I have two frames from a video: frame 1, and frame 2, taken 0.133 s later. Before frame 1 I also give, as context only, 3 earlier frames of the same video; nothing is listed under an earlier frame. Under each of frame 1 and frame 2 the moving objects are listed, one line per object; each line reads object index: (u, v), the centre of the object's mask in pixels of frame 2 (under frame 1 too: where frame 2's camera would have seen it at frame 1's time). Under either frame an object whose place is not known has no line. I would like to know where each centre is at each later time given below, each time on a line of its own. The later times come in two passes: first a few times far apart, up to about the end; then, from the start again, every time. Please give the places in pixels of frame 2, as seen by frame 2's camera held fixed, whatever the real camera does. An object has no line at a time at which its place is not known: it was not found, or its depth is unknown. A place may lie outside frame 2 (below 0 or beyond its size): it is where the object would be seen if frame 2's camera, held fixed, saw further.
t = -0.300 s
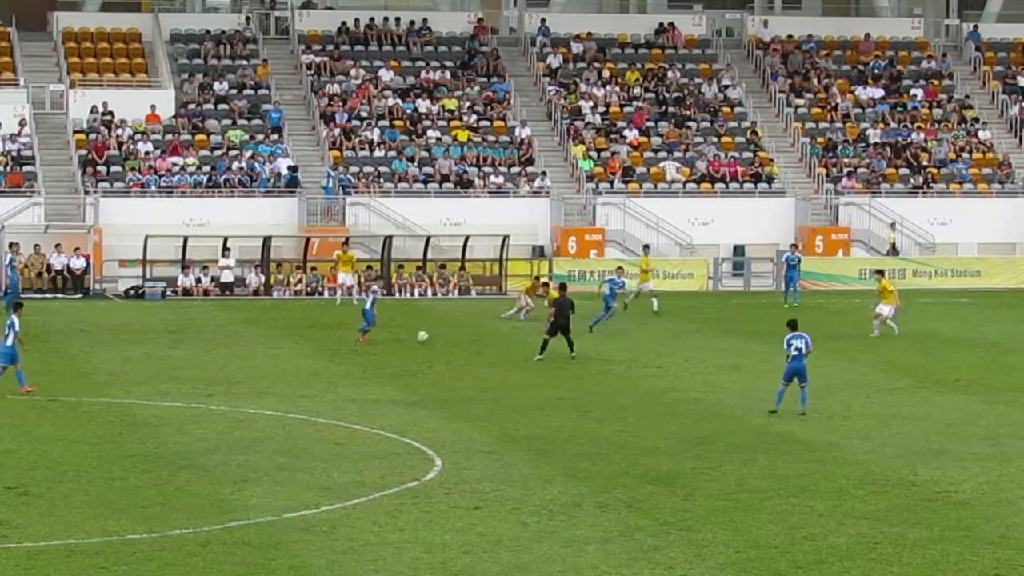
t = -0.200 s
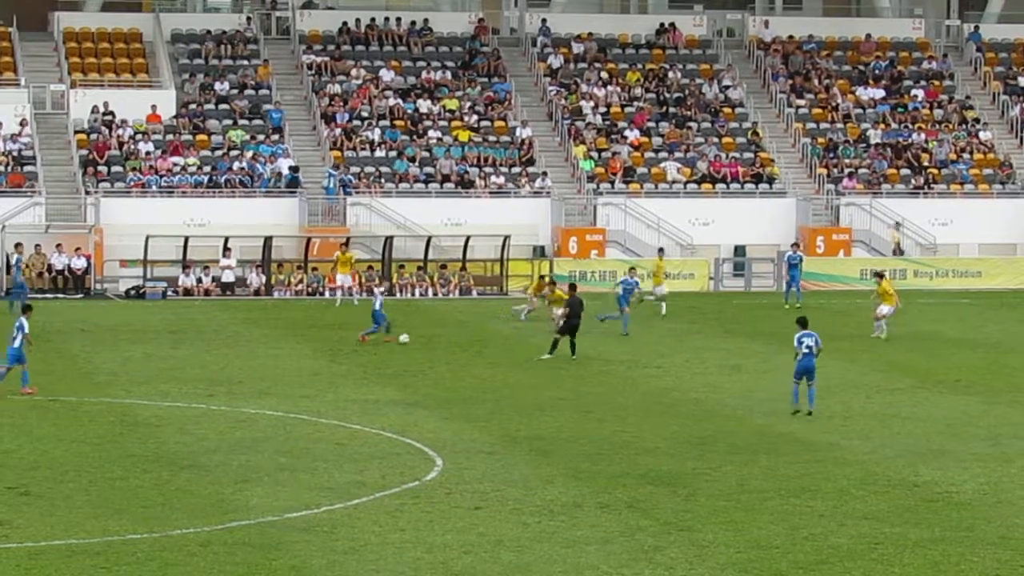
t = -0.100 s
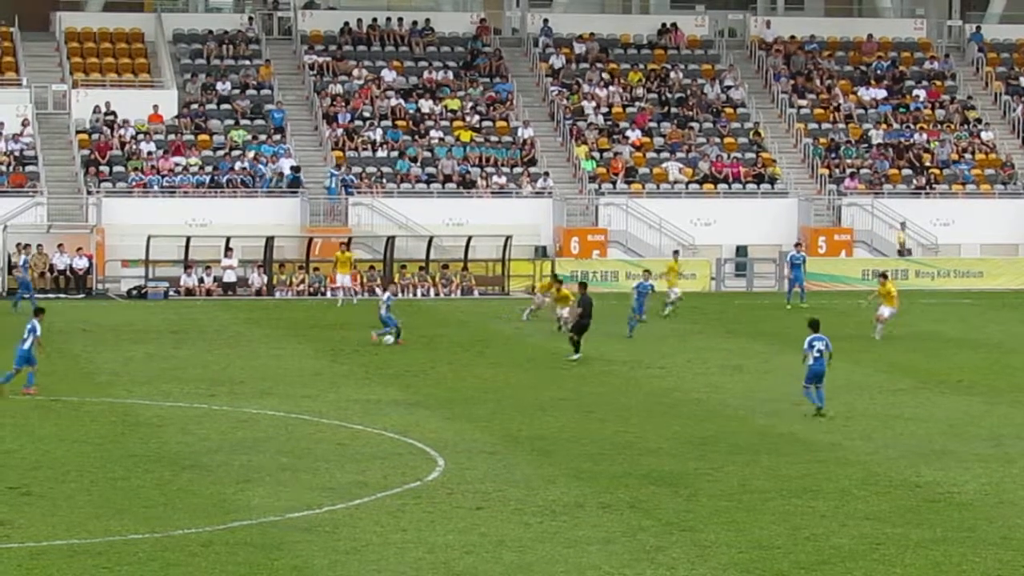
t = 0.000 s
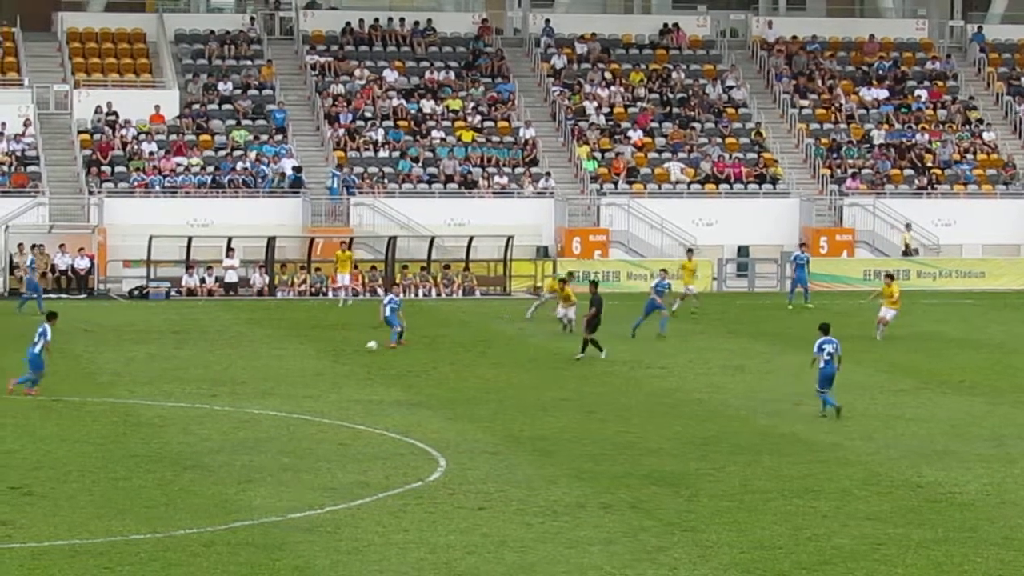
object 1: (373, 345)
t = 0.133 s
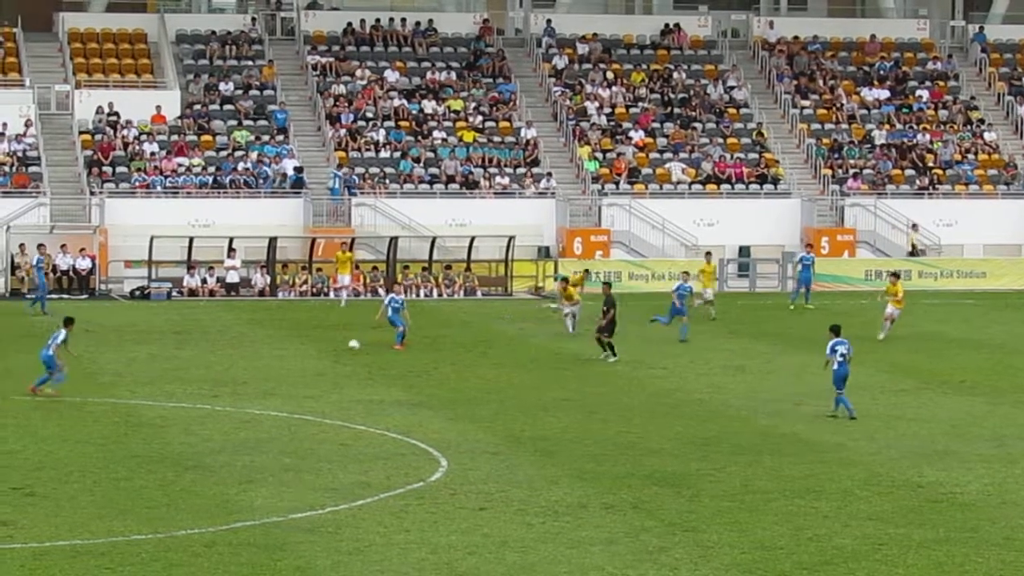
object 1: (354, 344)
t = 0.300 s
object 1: (331, 351)
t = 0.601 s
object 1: (301, 356)
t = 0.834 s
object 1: (278, 361)
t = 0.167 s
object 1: (349, 345)
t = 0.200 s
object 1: (344, 346)
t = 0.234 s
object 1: (339, 348)
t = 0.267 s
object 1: (334, 350)
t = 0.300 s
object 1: (331, 351)
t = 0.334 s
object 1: (327, 350)
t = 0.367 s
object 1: (324, 350)
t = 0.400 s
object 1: (321, 351)
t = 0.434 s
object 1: (317, 352)
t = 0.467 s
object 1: (314, 353)
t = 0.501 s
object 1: (311, 356)
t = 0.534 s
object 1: (308, 355)
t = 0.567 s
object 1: (304, 356)
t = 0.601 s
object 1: (301, 356)
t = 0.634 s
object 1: (298, 357)
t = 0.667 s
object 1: (294, 358)
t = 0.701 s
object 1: (291, 358)
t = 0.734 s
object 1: (288, 359)
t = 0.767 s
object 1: (285, 359)
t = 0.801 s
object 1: (281, 360)
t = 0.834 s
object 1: (278, 361)
